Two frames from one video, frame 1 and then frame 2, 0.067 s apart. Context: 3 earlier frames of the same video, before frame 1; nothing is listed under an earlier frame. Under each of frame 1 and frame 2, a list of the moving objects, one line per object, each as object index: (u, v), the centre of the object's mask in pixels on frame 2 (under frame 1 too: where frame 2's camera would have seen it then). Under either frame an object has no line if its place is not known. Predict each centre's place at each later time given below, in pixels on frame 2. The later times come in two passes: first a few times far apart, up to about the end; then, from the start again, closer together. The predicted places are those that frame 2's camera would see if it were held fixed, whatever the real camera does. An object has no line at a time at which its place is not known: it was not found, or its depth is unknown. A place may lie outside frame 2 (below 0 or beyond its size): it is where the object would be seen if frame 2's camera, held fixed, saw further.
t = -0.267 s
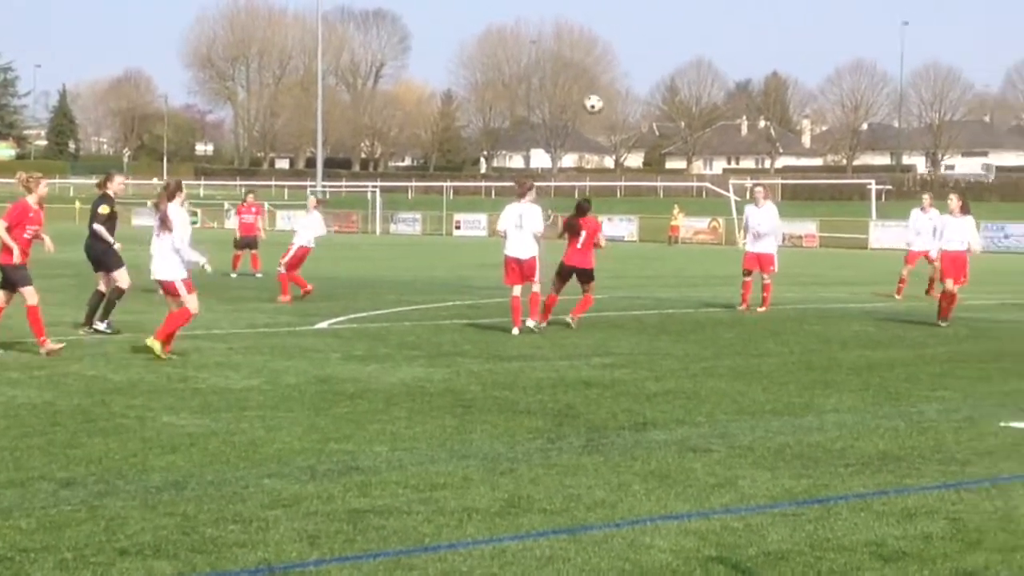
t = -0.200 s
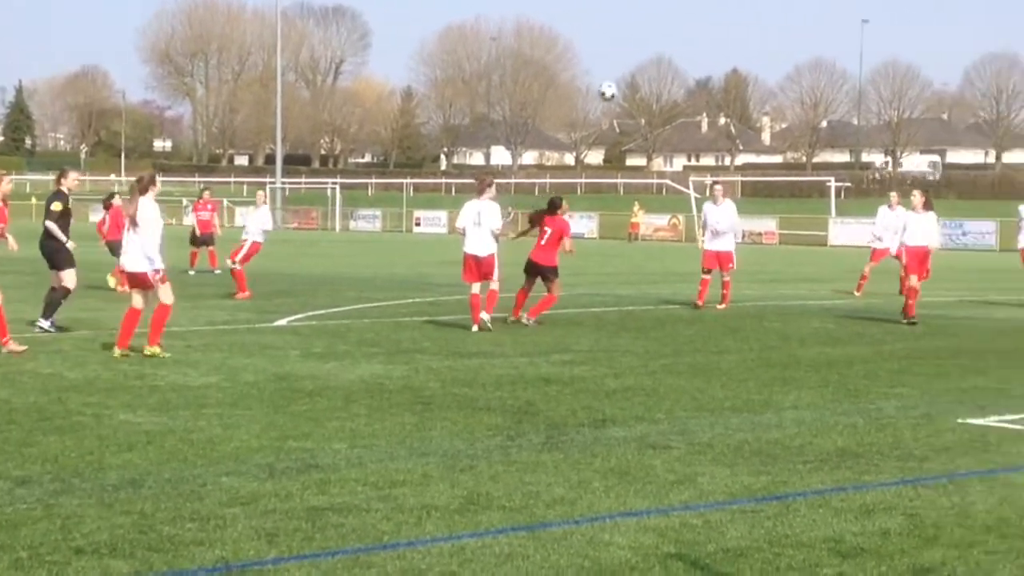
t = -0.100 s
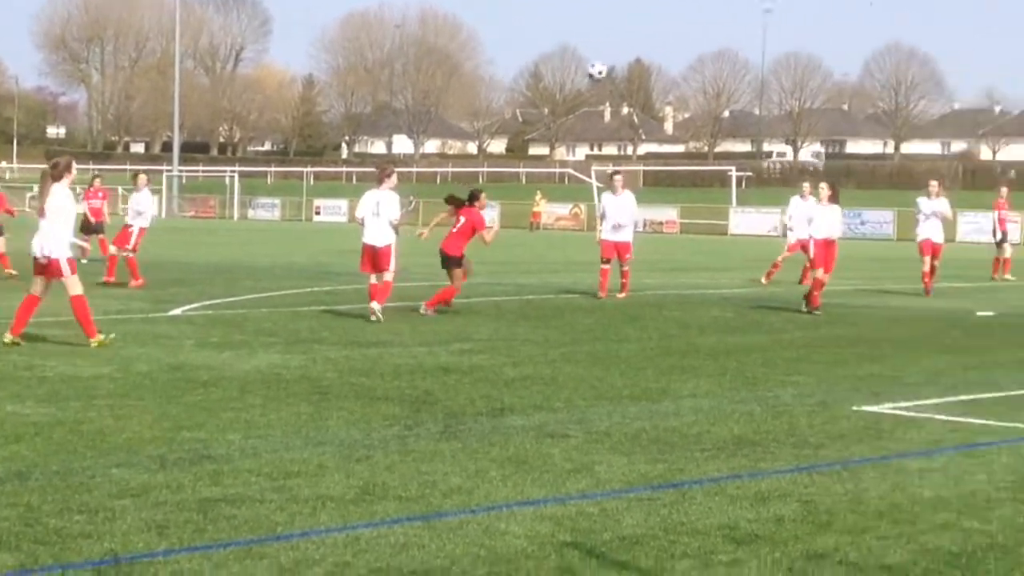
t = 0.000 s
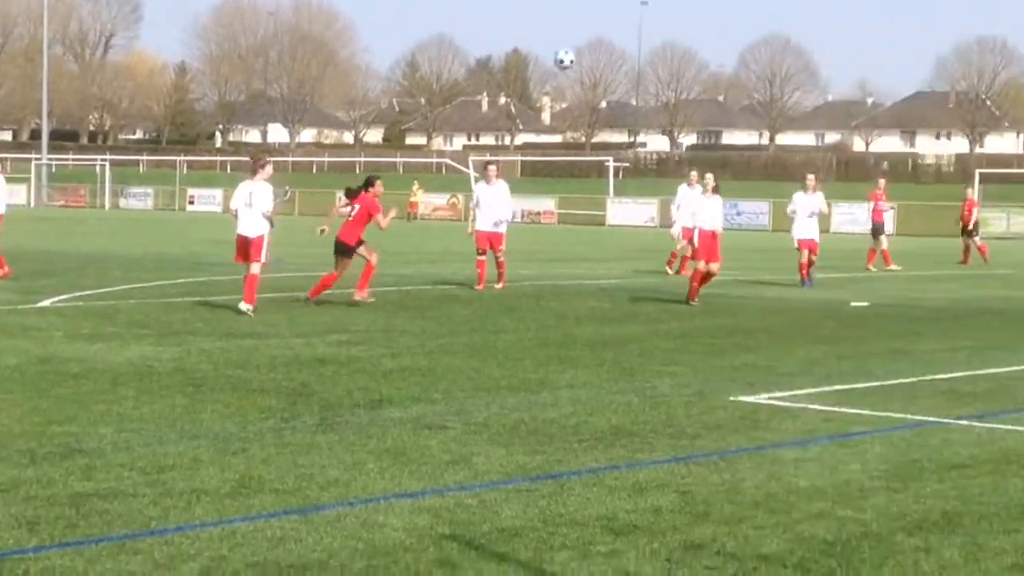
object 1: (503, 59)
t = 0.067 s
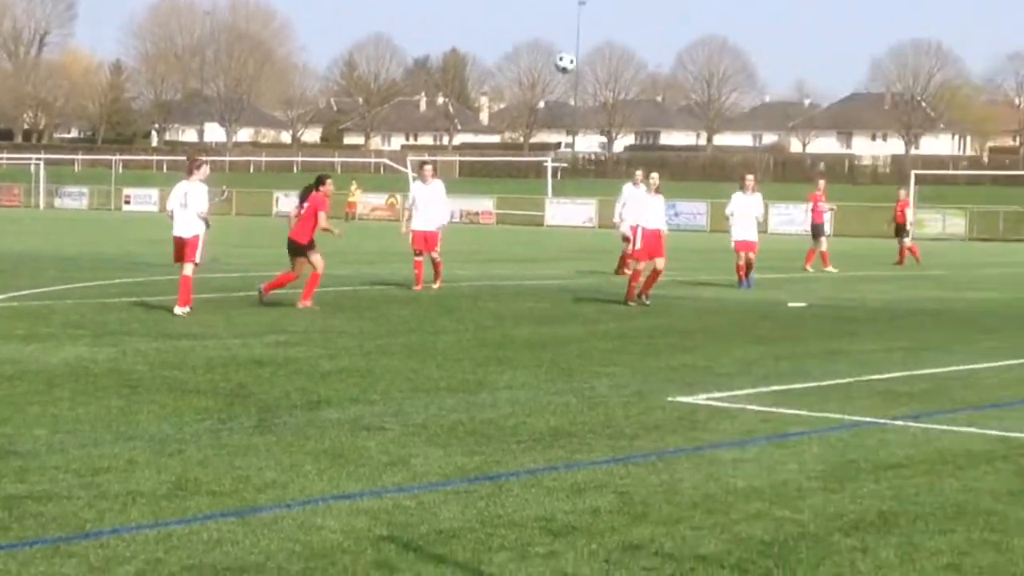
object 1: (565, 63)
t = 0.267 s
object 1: (767, 92)
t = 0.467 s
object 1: (996, 158)
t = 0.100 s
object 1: (597, 65)
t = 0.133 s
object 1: (631, 69)
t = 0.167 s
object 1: (664, 73)
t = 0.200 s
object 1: (698, 78)
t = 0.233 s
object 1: (732, 85)
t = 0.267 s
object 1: (767, 92)
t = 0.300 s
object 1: (804, 100)
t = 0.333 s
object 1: (840, 109)
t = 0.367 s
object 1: (879, 122)
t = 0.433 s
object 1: (954, 140)
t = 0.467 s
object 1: (996, 158)
